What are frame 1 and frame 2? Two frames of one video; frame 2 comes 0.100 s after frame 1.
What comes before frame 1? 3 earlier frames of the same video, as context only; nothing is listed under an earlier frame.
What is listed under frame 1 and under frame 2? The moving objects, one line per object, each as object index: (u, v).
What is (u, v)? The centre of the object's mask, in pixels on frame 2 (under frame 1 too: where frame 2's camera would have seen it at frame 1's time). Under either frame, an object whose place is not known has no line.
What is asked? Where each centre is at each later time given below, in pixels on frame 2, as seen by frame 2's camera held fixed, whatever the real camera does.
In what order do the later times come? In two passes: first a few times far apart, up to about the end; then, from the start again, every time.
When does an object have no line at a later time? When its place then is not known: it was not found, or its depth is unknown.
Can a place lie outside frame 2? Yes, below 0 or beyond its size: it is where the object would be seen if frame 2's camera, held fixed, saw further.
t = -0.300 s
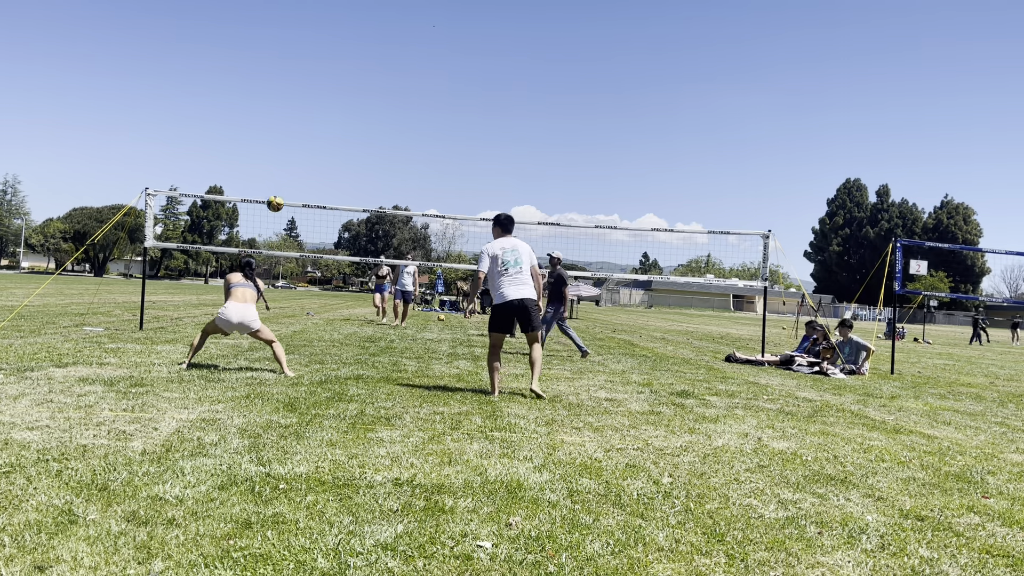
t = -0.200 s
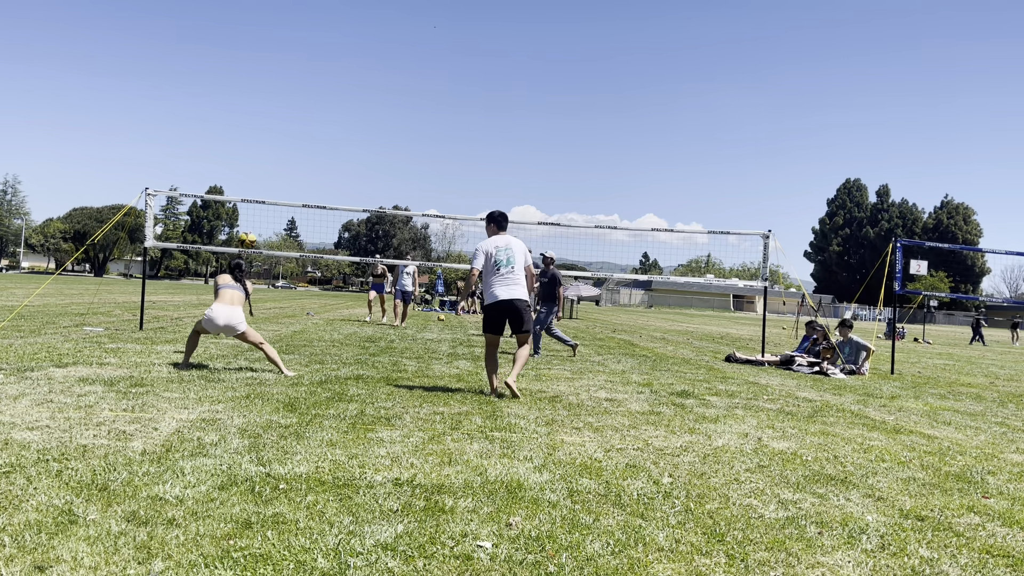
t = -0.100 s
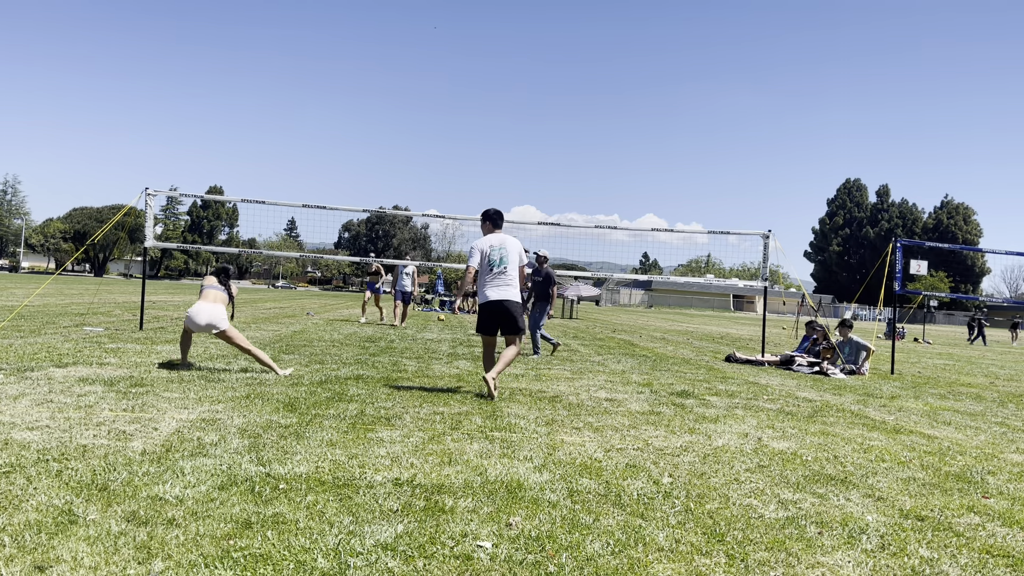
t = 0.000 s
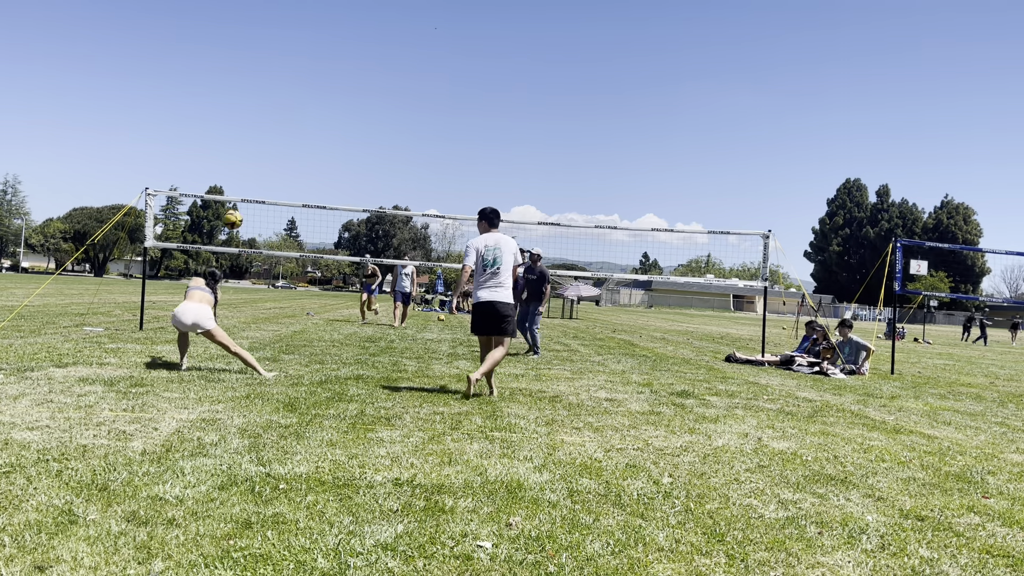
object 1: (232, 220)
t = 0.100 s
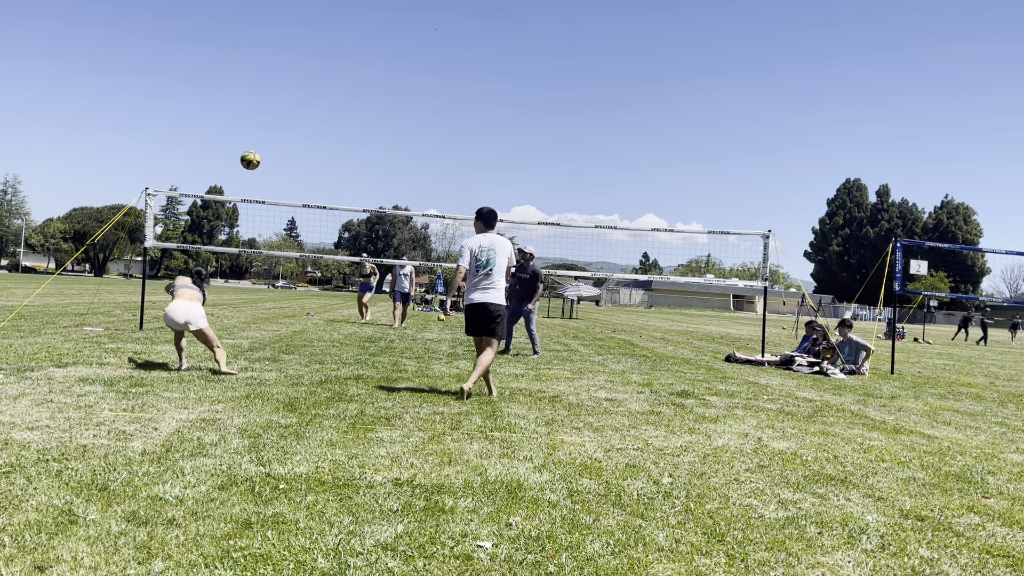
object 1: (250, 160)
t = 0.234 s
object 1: (272, 98)
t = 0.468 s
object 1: (306, 32)
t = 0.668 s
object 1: (330, 13)
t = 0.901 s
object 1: (354, 31)
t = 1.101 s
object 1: (371, 76)
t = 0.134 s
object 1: (256, 143)
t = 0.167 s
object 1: (261, 127)
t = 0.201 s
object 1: (267, 112)
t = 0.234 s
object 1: (272, 98)
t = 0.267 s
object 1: (277, 85)
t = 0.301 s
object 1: (282, 74)
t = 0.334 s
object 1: (287, 63)
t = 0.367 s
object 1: (292, 54)
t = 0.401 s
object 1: (297, 45)
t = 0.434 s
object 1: (301, 38)
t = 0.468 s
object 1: (306, 32)
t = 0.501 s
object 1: (310, 26)
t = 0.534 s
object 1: (314, 22)
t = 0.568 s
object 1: (319, 18)
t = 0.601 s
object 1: (322, 16)
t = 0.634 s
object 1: (326, 14)
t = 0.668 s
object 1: (330, 13)
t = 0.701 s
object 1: (334, 13)
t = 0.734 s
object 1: (337, 14)
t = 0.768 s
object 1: (341, 16)
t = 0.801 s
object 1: (344, 18)
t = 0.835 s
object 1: (348, 22)
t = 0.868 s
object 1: (351, 26)
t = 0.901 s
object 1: (354, 31)
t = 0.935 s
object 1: (357, 36)
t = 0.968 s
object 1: (360, 43)
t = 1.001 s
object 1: (363, 50)
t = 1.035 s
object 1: (366, 58)
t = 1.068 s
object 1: (368, 67)
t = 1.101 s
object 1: (371, 76)
